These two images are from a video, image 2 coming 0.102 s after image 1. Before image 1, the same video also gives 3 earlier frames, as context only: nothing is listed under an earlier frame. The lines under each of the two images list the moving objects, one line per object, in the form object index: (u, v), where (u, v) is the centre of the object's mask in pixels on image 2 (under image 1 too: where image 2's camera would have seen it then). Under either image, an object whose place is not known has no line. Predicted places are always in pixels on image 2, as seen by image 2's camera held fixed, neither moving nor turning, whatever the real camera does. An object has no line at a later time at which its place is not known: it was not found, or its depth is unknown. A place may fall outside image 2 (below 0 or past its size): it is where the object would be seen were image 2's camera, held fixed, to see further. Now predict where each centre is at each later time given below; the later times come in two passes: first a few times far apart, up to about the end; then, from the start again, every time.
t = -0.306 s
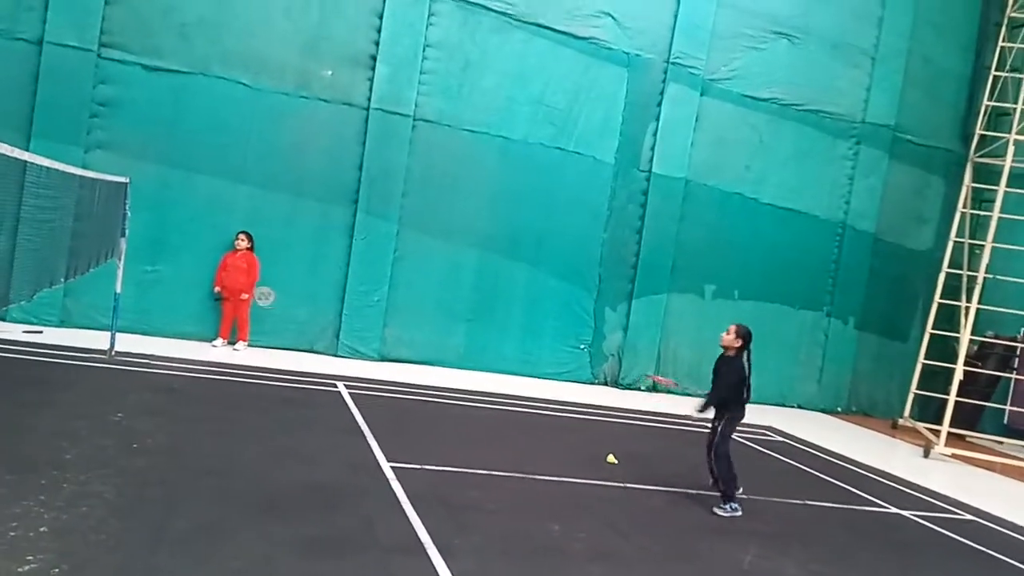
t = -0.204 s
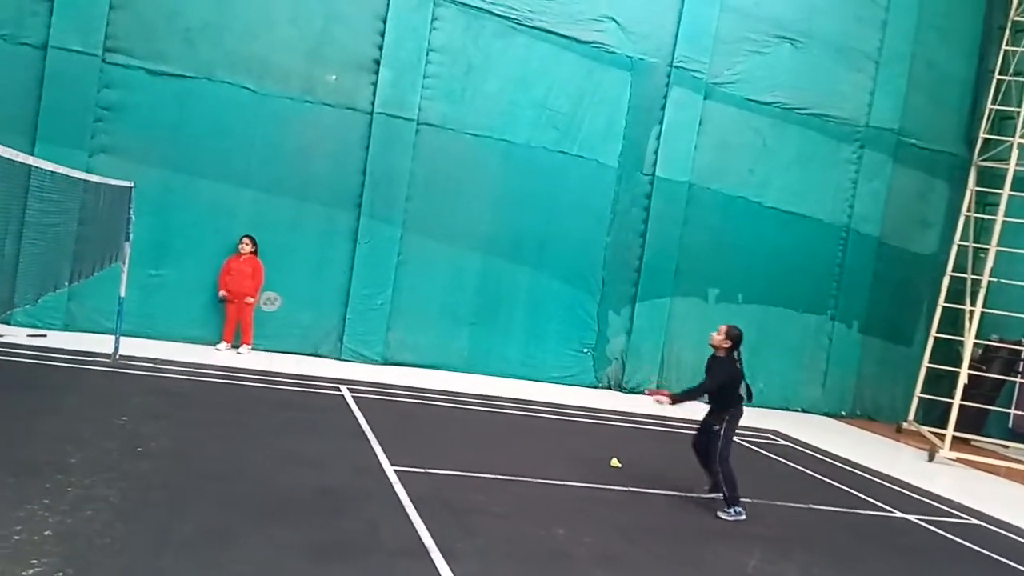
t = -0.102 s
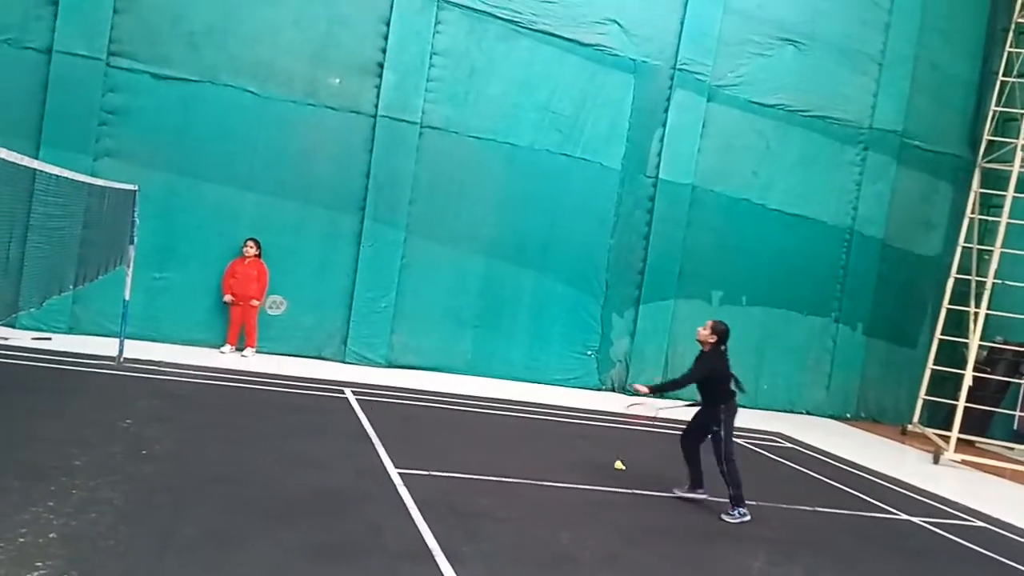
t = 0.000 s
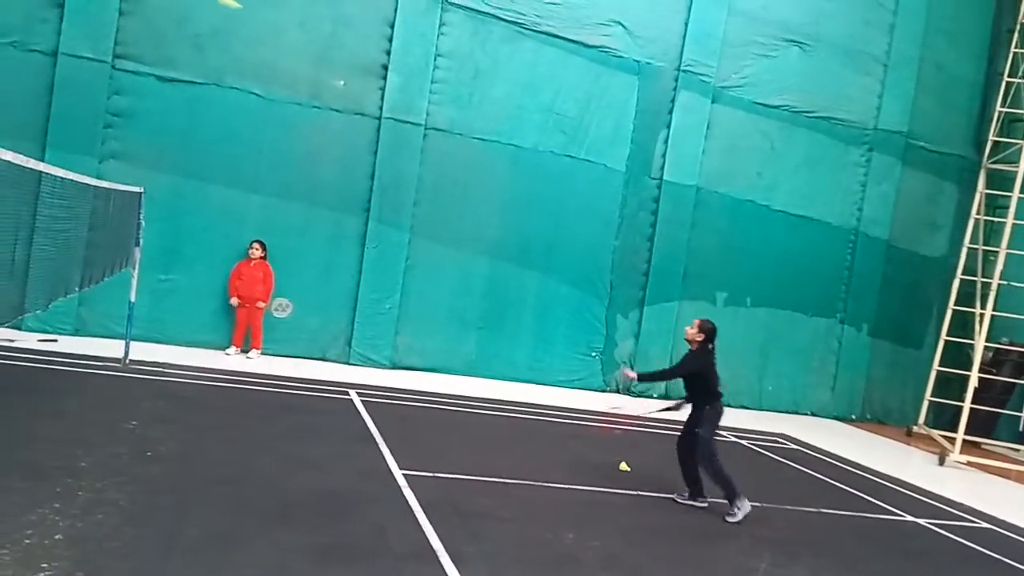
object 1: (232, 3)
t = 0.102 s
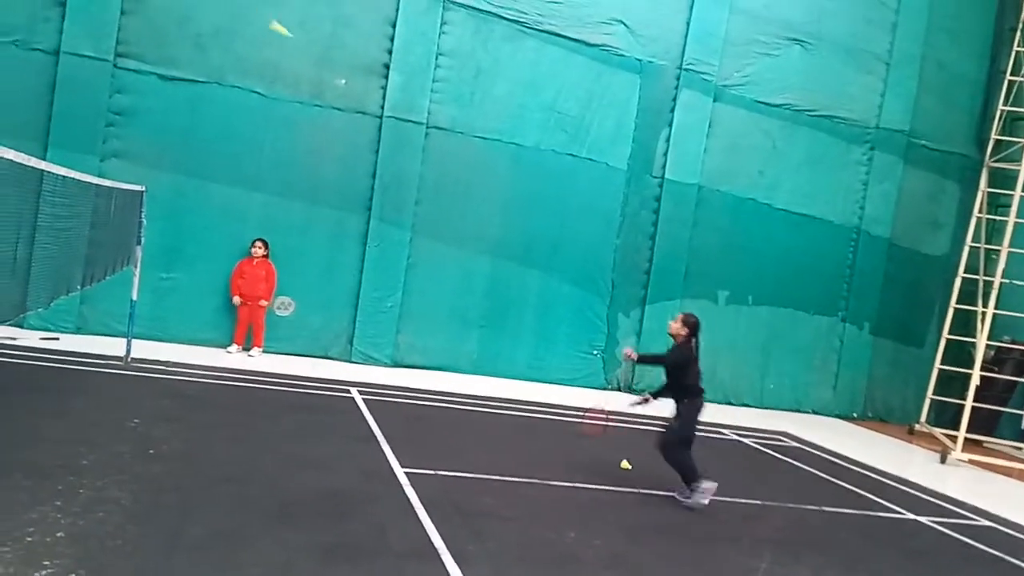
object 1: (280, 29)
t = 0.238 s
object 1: (335, 83)
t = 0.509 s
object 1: (406, 236)
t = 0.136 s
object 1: (295, 41)
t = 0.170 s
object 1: (309, 54)
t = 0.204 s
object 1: (322, 68)
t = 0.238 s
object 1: (335, 83)
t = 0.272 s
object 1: (346, 99)
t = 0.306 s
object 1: (357, 117)
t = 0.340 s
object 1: (366, 134)
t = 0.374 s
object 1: (376, 155)
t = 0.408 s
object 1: (385, 173)
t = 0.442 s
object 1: (392, 193)
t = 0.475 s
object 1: (399, 214)
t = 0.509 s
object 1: (406, 236)
